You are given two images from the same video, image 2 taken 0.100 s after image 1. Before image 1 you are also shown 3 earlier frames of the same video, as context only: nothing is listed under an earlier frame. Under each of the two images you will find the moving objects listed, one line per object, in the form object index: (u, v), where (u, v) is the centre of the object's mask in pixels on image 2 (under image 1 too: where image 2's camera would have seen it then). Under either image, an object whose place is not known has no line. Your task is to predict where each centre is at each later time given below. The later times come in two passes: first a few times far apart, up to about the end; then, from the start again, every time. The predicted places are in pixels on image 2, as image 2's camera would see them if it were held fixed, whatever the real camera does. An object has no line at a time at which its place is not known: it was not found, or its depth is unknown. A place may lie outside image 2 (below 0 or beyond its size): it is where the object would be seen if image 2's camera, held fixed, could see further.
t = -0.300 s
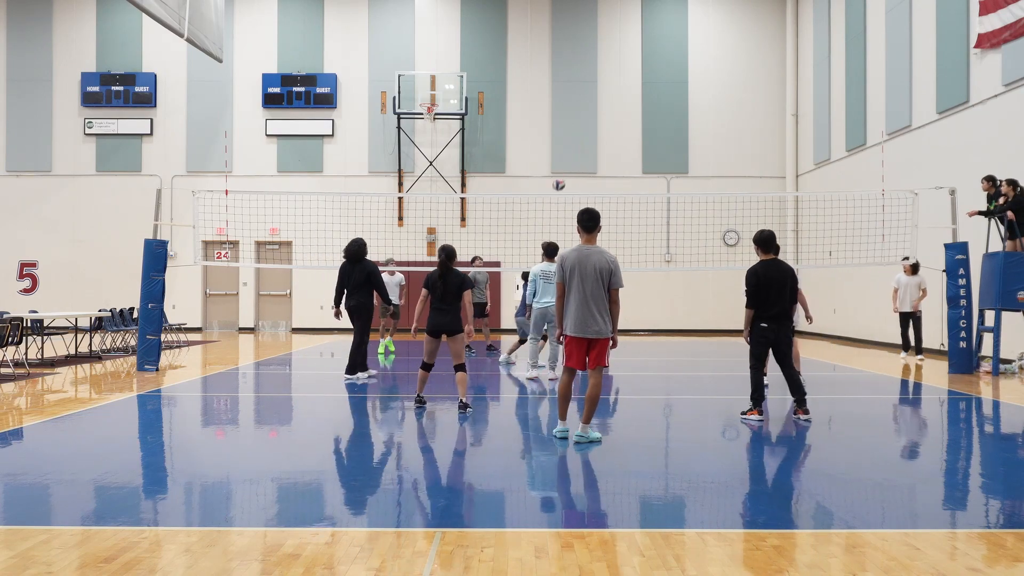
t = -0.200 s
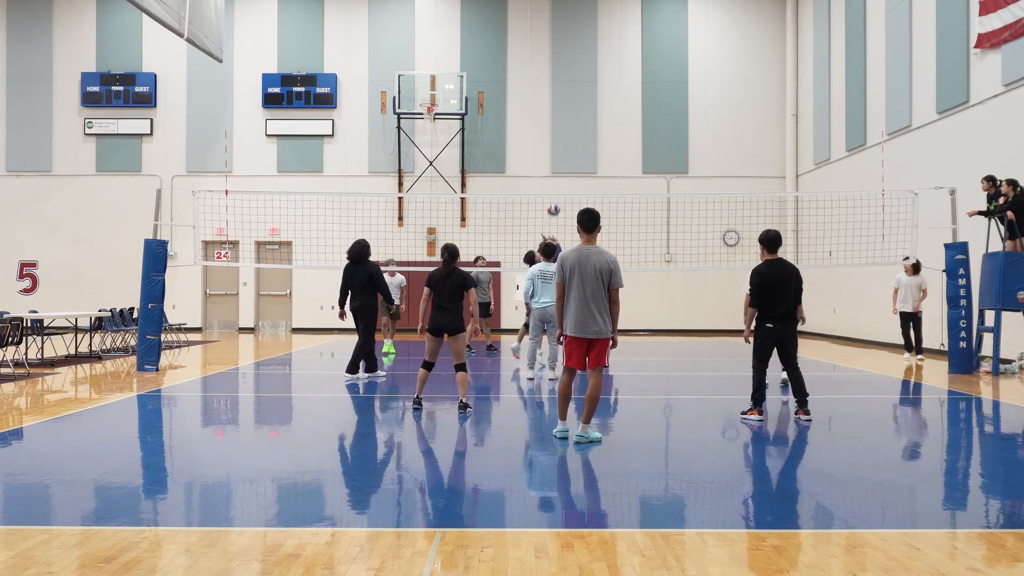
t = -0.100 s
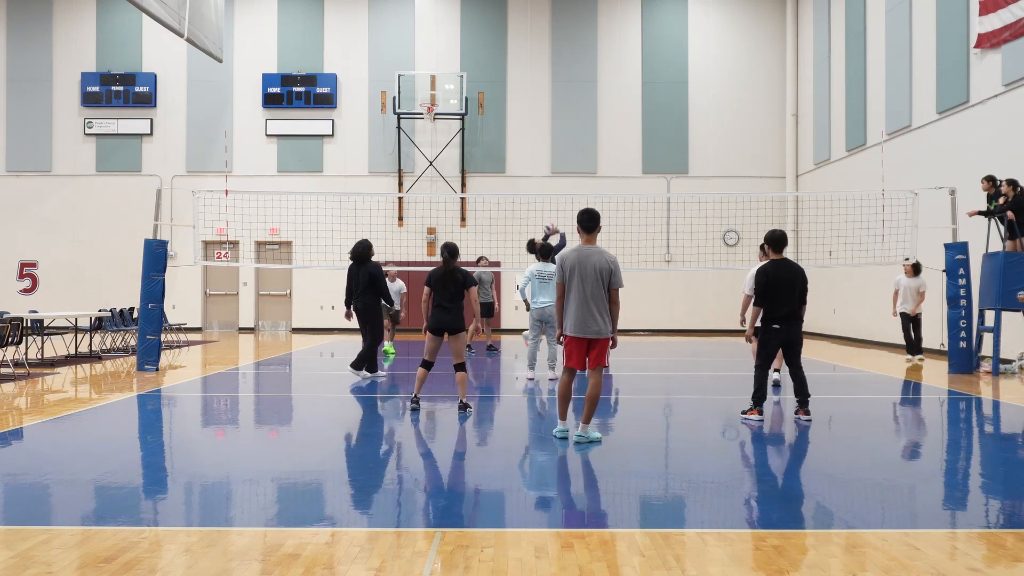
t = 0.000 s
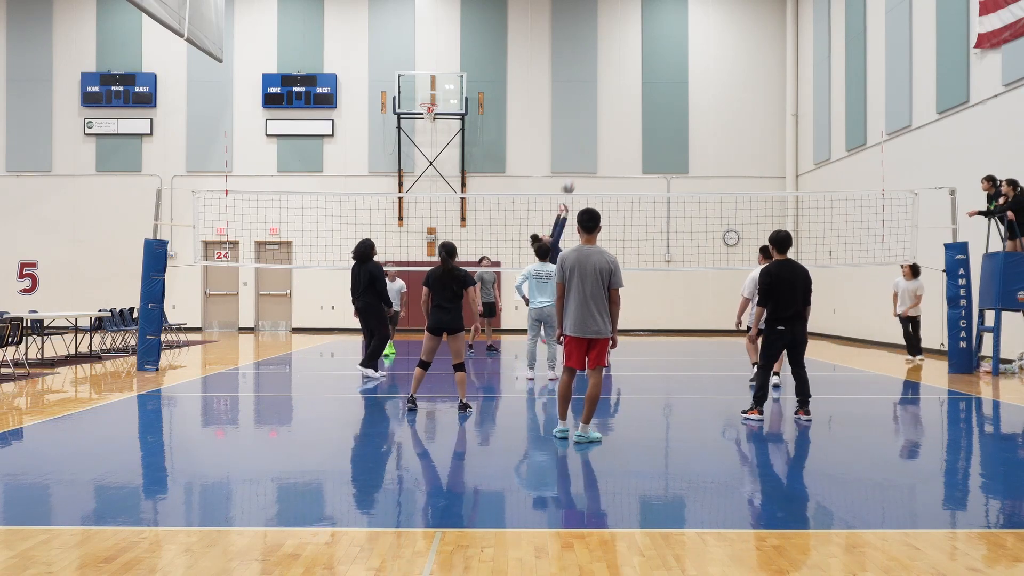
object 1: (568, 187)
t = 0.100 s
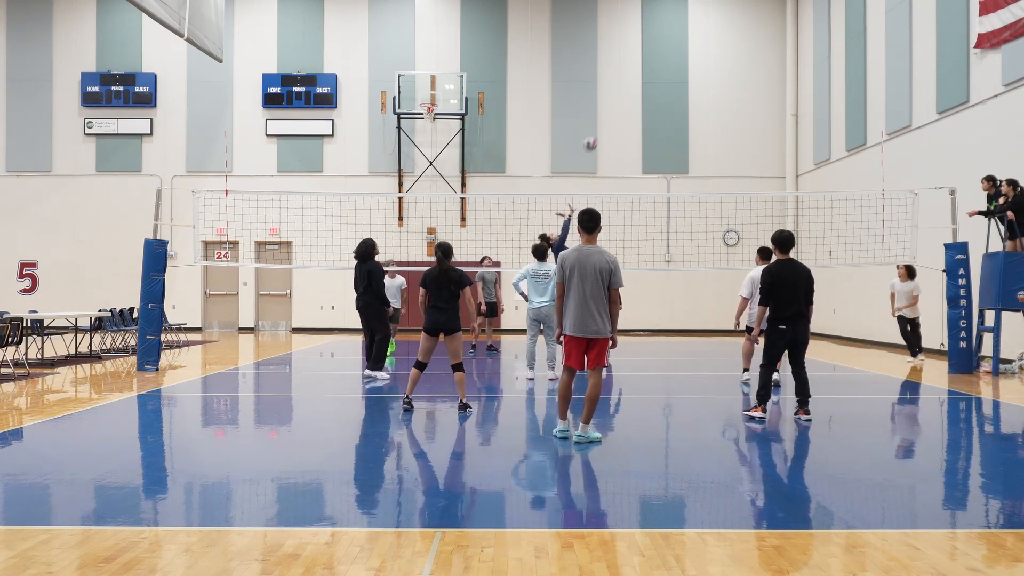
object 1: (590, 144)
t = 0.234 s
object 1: (620, 97)
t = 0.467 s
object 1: (670, 43)
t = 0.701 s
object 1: (720, 25)
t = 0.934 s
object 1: (770, 43)
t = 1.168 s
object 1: (818, 98)
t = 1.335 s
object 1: (852, 159)
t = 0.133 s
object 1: (597, 131)
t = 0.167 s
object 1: (606, 119)
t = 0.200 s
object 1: (613, 108)
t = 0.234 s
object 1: (620, 97)
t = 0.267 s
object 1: (627, 87)
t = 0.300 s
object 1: (634, 78)
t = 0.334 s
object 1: (642, 69)
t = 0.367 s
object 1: (649, 61)
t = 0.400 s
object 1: (656, 55)
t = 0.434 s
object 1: (663, 49)
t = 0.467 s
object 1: (670, 43)
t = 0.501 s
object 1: (678, 38)
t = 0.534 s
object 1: (685, 35)
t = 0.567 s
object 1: (692, 31)
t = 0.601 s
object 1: (699, 29)
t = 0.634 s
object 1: (706, 27)
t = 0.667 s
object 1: (713, 26)
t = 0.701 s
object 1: (720, 25)
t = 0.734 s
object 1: (728, 25)
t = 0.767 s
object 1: (735, 27)
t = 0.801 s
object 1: (742, 29)
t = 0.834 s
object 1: (749, 31)
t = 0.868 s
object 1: (756, 34)
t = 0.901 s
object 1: (763, 38)
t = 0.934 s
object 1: (770, 43)
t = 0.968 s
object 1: (777, 49)
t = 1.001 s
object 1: (783, 55)
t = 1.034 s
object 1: (790, 63)
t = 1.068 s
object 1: (798, 70)
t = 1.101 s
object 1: (805, 79)
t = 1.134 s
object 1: (811, 88)
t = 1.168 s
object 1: (818, 98)
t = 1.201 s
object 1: (825, 109)
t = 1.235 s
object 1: (832, 120)
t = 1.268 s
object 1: (838, 133)
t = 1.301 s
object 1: (845, 146)
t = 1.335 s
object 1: (852, 159)
